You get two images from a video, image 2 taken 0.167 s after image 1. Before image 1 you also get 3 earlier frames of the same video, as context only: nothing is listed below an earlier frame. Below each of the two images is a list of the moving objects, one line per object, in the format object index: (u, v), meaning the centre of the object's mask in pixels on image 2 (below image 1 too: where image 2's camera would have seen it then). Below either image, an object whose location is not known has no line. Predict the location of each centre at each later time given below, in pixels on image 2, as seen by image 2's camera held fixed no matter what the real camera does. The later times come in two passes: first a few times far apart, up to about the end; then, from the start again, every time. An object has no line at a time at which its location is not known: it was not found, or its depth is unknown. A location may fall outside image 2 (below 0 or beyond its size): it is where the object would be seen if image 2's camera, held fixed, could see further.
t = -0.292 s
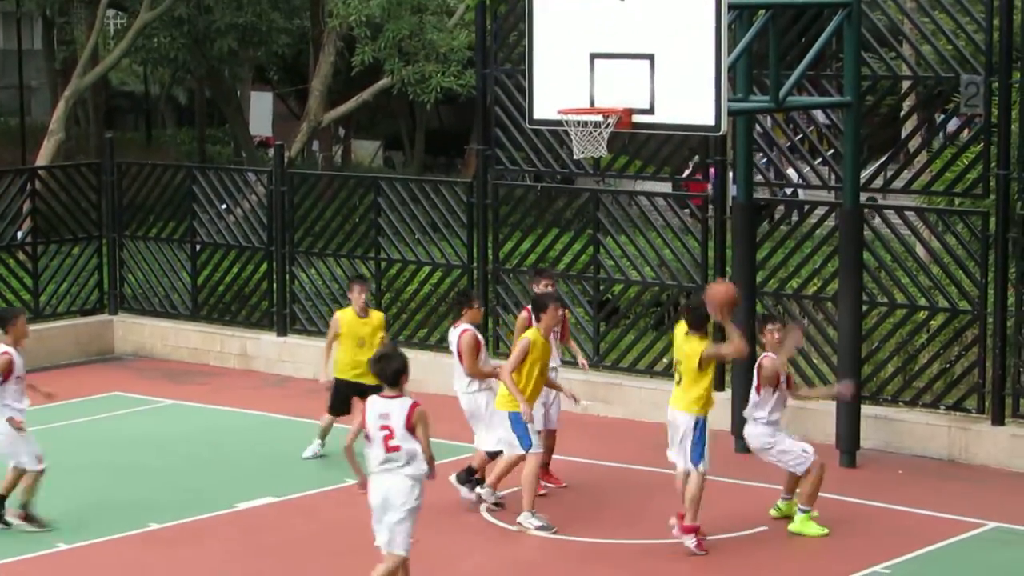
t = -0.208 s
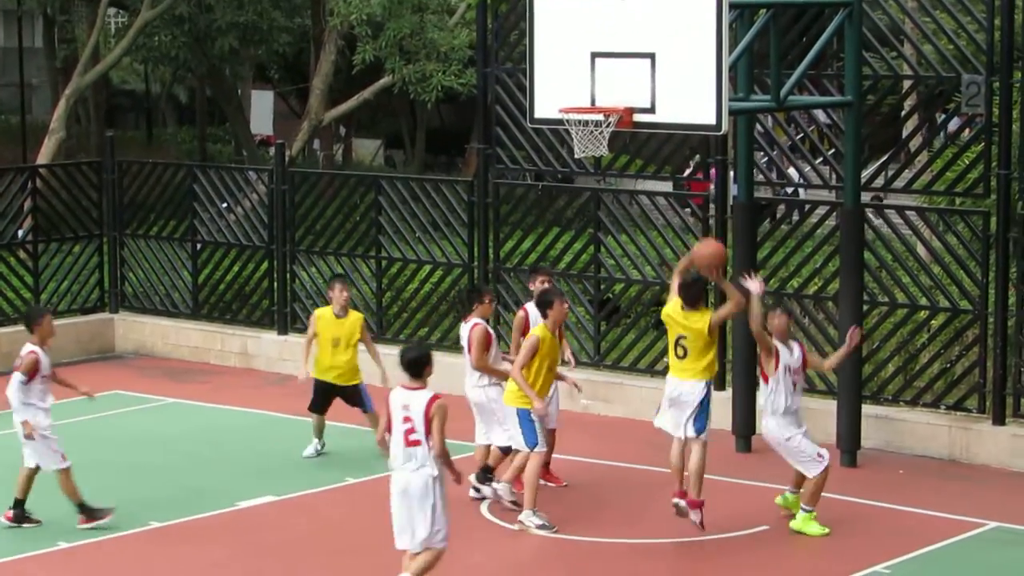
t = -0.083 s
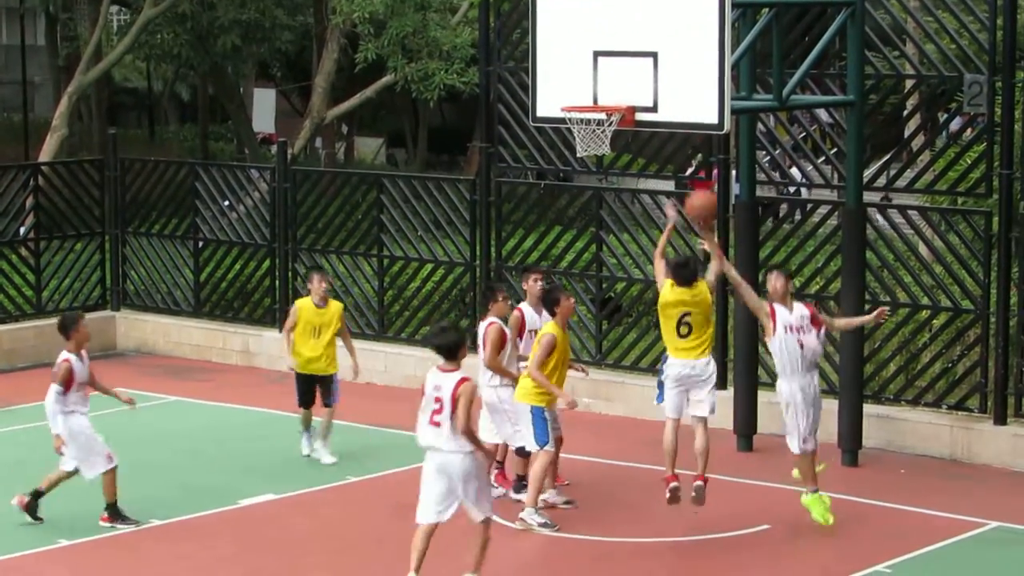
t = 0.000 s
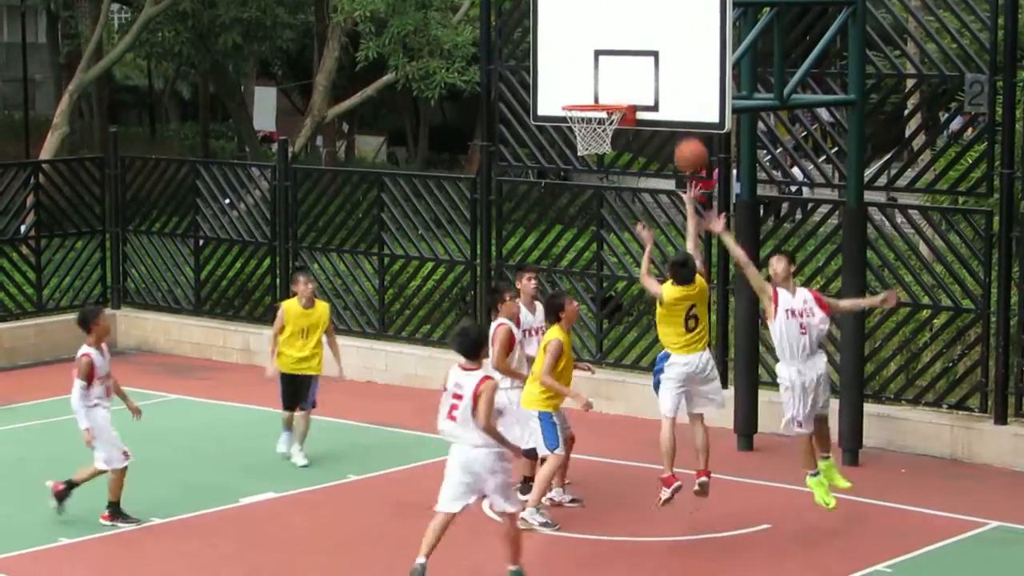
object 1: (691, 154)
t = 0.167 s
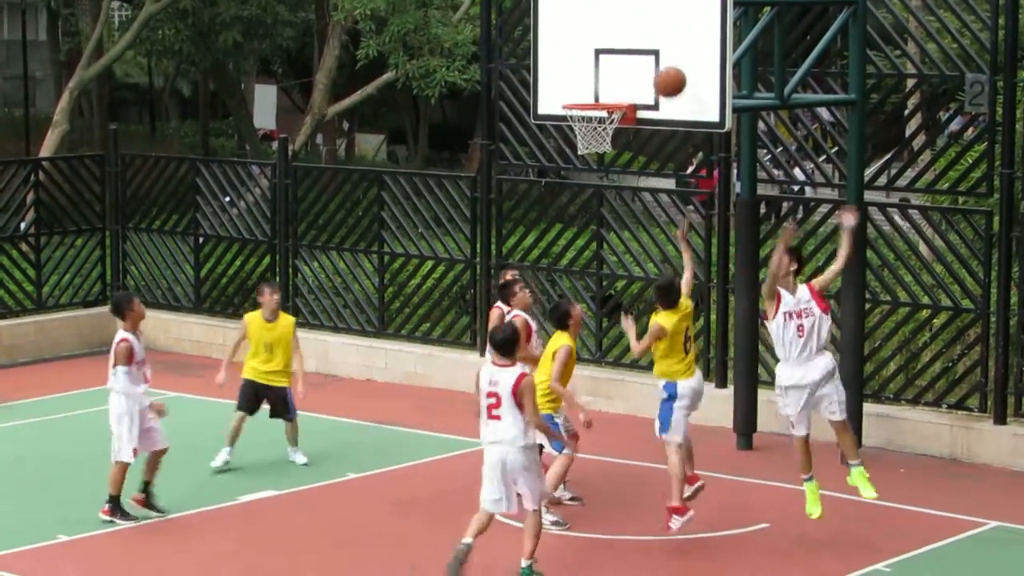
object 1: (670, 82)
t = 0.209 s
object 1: (664, 69)
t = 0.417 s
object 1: (639, 44)
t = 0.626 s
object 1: (601, 78)
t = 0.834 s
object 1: (577, 132)
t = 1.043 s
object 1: (602, 145)
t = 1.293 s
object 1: (604, 203)
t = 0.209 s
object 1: (664, 69)
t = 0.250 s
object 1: (659, 60)
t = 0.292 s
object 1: (653, 52)
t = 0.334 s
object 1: (648, 47)
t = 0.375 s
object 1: (643, 44)
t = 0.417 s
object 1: (639, 44)
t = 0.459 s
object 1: (631, 46)
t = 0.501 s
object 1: (623, 51)
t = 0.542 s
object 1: (616, 57)
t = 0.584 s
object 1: (608, 66)
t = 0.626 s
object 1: (601, 78)
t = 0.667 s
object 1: (593, 92)
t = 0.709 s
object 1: (585, 109)
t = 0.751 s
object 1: (577, 125)
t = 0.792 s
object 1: (575, 125)
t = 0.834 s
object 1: (577, 132)
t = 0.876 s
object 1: (583, 133)
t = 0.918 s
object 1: (592, 137)
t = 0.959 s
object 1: (597, 140)
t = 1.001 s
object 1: (601, 141)
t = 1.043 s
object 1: (602, 145)
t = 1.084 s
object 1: (604, 150)
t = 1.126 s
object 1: (605, 159)
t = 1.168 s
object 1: (604, 165)
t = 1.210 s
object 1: (604, 174)
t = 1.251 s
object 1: (604, 188)
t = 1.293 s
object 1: (604, 203)
